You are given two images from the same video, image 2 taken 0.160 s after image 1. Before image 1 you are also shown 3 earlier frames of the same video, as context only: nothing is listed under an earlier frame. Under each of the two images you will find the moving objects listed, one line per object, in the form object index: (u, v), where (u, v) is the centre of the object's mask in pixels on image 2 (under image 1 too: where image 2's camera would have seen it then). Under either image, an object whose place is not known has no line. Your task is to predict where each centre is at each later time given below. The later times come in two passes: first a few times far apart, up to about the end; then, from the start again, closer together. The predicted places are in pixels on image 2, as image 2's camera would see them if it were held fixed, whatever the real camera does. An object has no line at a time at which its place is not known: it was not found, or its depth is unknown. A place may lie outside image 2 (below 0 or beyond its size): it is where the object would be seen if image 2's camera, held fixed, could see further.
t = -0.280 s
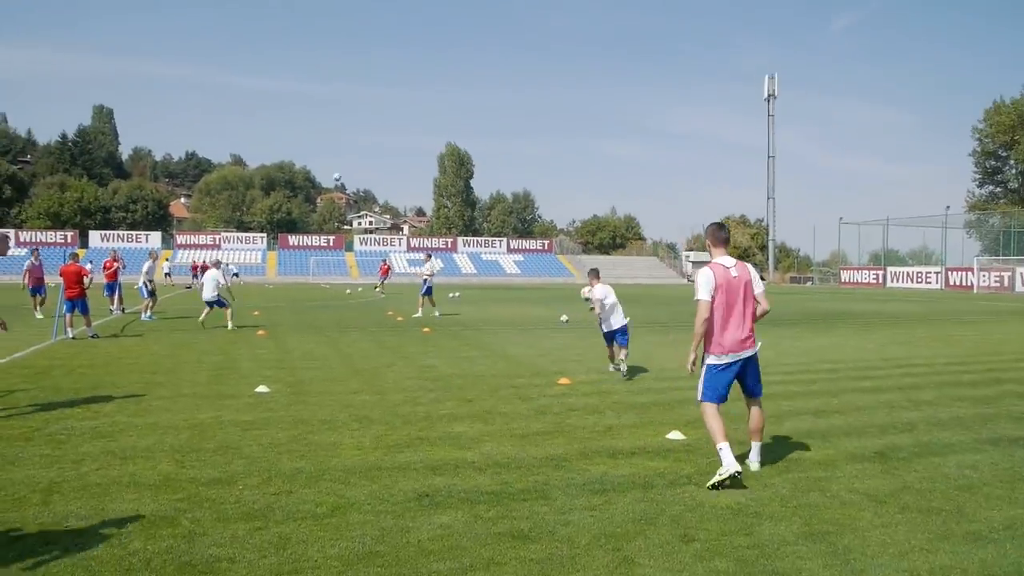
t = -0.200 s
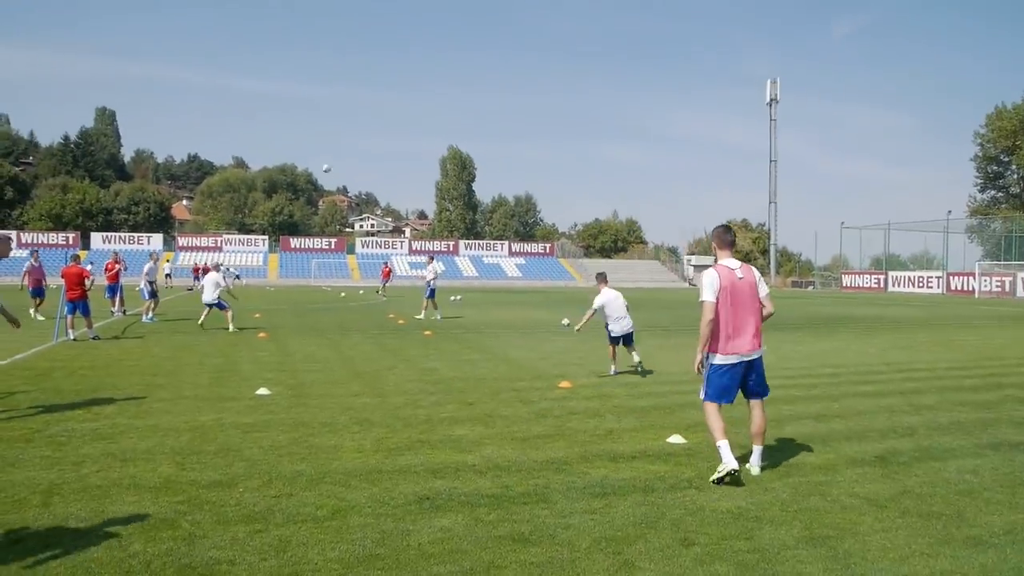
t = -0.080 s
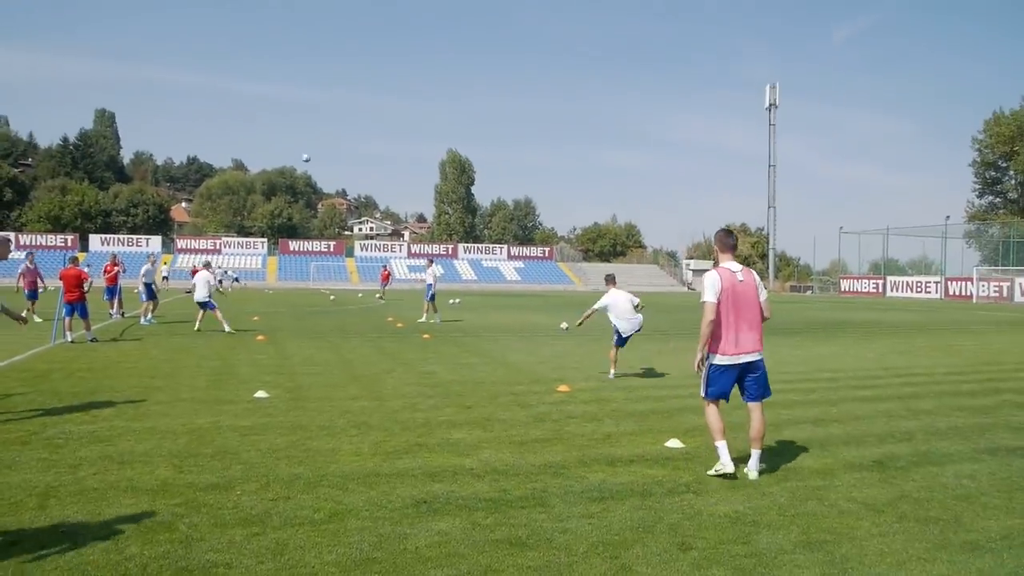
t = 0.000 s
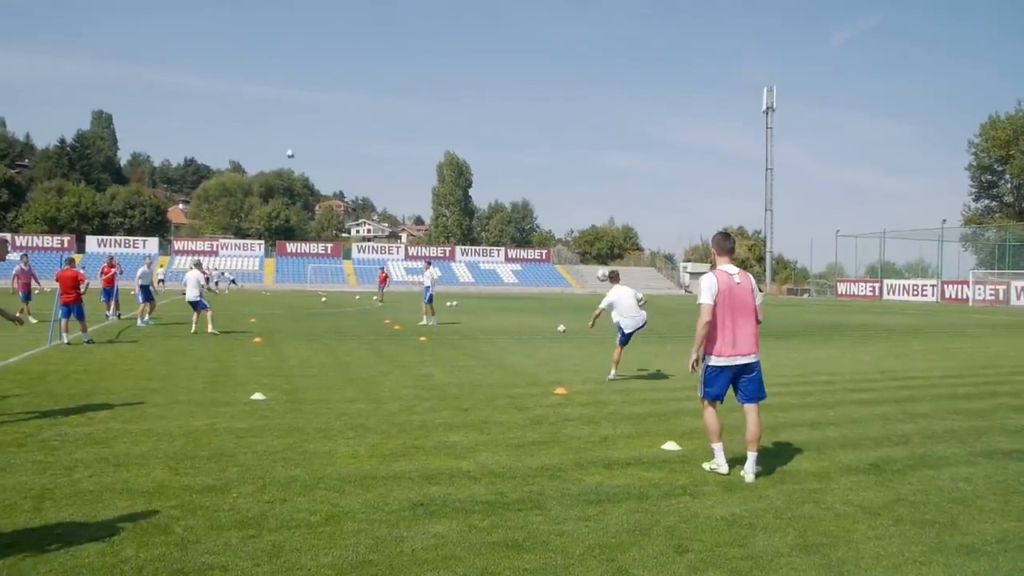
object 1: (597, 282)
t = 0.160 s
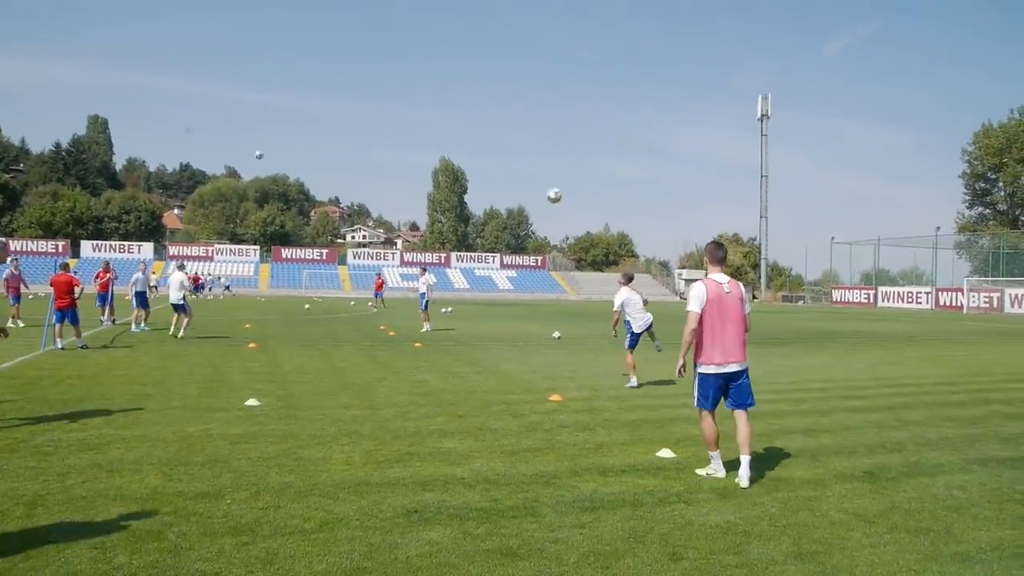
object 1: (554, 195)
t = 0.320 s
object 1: (504, 122)
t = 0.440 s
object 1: (464, 77)
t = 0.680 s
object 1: (378, 11)
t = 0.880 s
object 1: (296, -18)
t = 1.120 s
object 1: (183, -17)
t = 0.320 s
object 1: (504, 122)
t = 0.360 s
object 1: (491, 106)
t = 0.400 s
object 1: (478, 91)
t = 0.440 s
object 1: (464, 77)
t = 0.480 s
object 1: (450, 63)
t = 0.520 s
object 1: (437, 51)
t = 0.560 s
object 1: (422, 39)
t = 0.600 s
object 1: (408, 29)
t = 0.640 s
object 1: (393, 20)
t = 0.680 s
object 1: (378, 11)
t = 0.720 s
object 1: (363, 3)
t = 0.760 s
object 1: (346, -4)
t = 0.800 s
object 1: (330, -10)
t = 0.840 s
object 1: (313, -14)
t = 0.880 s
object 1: (296, -18)
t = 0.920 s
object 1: (278, -21)
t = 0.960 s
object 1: (260, -24)
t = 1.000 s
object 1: (241, -24)
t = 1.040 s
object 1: (223, -23)
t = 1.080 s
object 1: (203, -21)
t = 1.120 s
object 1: (183, -17)
